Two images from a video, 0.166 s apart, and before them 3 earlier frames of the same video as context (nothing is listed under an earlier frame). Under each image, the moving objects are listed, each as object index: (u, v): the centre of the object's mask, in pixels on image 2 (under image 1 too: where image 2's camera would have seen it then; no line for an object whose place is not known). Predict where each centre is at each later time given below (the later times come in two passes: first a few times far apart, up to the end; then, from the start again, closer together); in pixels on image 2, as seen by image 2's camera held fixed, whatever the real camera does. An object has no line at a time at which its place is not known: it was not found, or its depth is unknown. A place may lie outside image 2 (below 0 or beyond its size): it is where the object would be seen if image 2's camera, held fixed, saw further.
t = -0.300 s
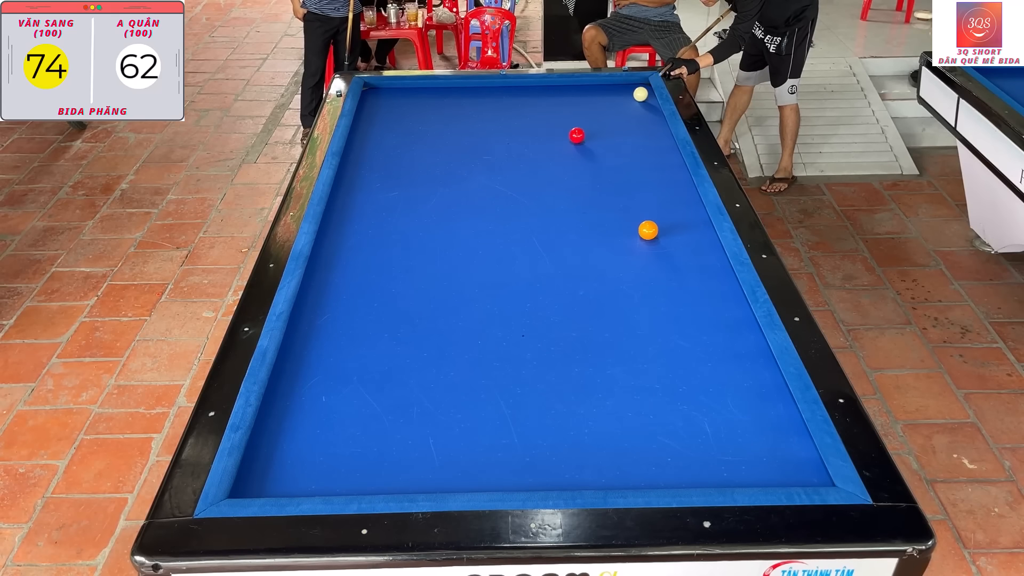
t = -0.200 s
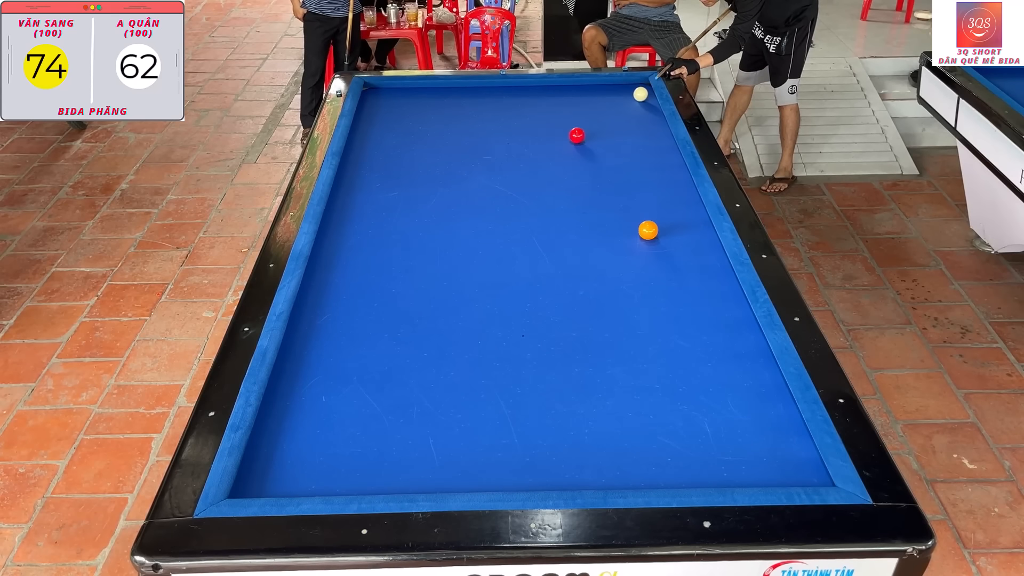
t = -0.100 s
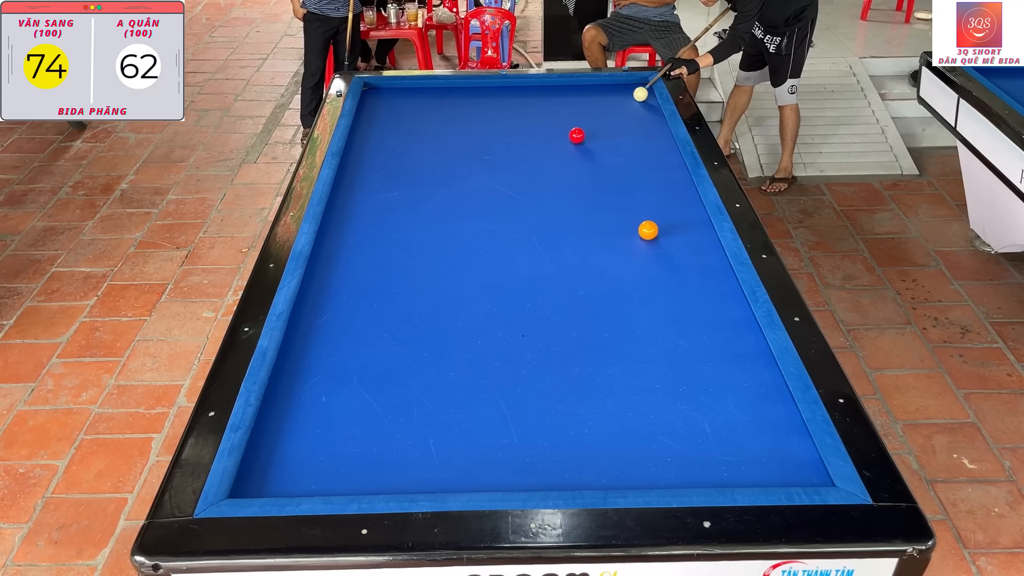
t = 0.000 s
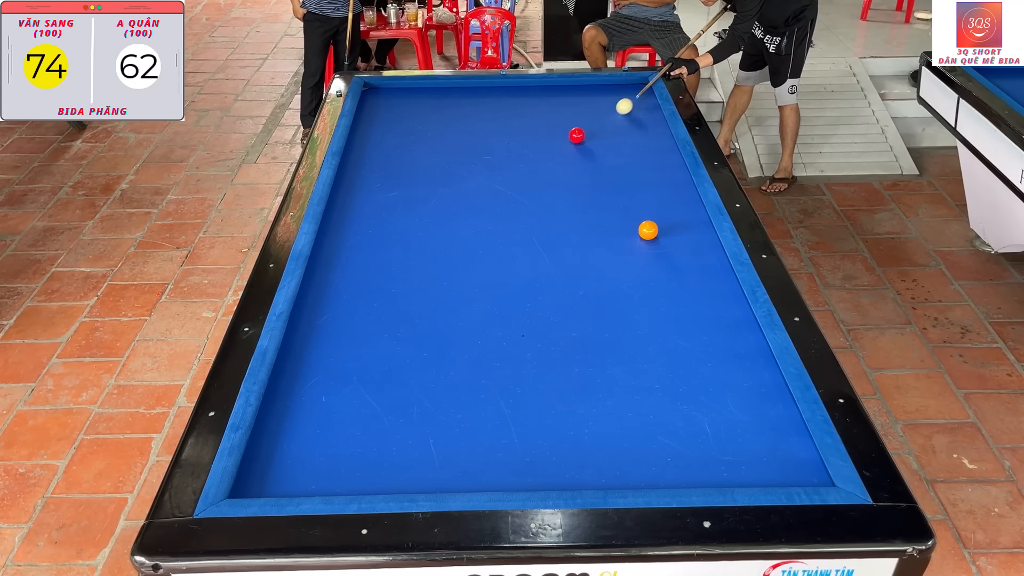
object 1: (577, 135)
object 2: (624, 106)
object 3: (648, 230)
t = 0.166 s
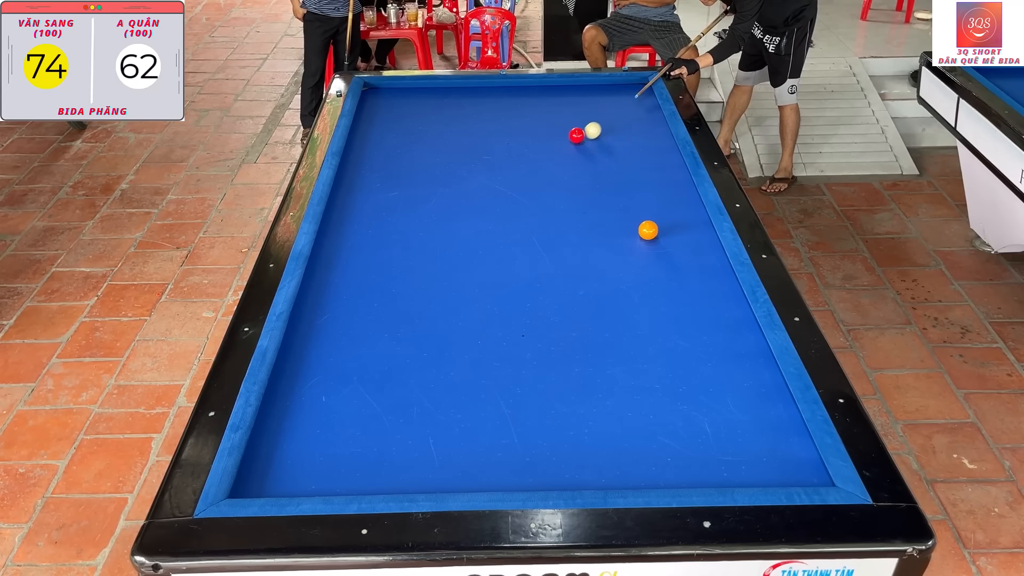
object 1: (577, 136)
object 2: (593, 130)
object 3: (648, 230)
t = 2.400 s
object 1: (475, 233)
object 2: (548, 305)
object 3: (715, 312)
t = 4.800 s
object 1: (739, 316)
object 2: (356, 486)
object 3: (660, 446)
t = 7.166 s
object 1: (658, 360)
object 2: (291, 419)
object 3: (622, 452)
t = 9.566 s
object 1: (630, 374)
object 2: (281, 400)
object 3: (622, 448)
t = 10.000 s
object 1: (630, 374)
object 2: (281, 400)
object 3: (622, 448)
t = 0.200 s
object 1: (570, 137)
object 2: (592, 134)
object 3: (648, 230)
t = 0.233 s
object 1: (561, 139)
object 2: (595, 137)
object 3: (648, 230)
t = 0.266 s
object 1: (552, 141)
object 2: (598, 139)
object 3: (648, 230)
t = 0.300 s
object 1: (543, 143)
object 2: (601, 142)
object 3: (648, 230)
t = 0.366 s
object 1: (526, 148)
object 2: (604, 147)
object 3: (648, 230)
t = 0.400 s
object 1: (518, 149)
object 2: (606, 151)
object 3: (648, 230)
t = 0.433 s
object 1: (510, 151)
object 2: (607, 154)
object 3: (648, 230)
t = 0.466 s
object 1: (503, 153)
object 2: (608, 157)
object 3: (648, 230)
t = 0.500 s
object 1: (496, 155)
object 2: (610, 160)
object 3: (648, 230)
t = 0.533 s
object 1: (489, 156)
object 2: (611, 164)
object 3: (648, 230)
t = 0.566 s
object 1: (482, 158)
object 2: (612, 167)
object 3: (648, 230)
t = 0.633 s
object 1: (468, 162)
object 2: (615, 174)
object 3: (648, 230)
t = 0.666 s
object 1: (460, 163)
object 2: (616, 177)
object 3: (648, 230)
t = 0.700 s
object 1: (453, 165)
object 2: (618, 181)
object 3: (648, 230)
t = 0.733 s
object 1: (445, 167)
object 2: (619, 184)
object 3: (648, 230)
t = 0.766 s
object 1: (438, 168)
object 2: (621, 188)
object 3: (648, 230)
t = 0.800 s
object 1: (431, 170)
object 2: (622, 191)
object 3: (648, 230)
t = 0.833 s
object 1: (424, 172)
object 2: (624, 195)
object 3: (648, 230)
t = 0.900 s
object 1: (408, 175)
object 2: (627, 203)
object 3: (648, 230)
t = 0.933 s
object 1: (401, 177)
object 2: (628, 207)
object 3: (648, 230)
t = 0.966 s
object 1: (393, 179)
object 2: (630, 211)
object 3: (648, 230)
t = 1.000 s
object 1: (386, 181)
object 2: (631, 215)
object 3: (648, 230)
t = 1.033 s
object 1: (378, 183)
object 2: (633, 218)
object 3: (648, 230)
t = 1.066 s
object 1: (370, 184)
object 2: (634, 222)
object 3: (648, 230)
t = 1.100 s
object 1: (363, 186)
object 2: (632, 224)
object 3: (652, 233)
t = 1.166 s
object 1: (347, 190)
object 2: (627, 227)
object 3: (661, 238)
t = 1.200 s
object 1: (339, 191)
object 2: (625, 229)
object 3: (665, 240)
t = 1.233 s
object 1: (342, 193)
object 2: (623, 231)
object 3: (668, 242)
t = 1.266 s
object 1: (348, 194)
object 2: (621, 233)
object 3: (671, 244)
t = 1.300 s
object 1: (353, 195)
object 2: (619, 235)
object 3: (675, 246)
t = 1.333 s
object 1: (358, 196)
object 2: (616, 237)
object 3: (678, 248)
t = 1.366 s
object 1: (362, 197)
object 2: (614, 239)
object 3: (681, 250)
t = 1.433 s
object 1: (369, 200)
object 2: (610, 243)
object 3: (688, 255)
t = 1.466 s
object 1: (372, 201)
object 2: (608, 245)
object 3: (691, 257)
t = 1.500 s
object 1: (376, 202)
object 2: (606, 247)
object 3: (695, 259)
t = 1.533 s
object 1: (380, 203)
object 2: (604, 249)
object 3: (698, 261)
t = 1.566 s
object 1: (383, 204)
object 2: (602, 251)
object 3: (702, 263)
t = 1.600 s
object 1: (387, 205)
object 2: (600, 253)
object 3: (705, 265)
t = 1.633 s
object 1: (390, 206)
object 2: (598, 255)
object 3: (709, 267)
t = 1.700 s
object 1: (398, 209)
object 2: (594, 259)
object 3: (716, 272)
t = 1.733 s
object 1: (401, 210)
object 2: (592, 261)
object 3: (719, 274)
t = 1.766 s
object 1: (405, 211)
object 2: (589, 263)
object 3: (723, 276)
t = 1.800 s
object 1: (409, 212)
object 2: (587, 265)
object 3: (727, 278)
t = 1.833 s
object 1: (412, 213)
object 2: (585, 268)
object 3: (726, 280)
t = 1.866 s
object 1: (416, 214)
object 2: (583, 270)
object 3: (726, 282)
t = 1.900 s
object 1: (420, 216)
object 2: (581, 272)
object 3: (725, 284)
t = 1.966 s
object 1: (427, 218)
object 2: (577, 276)
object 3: (724, 288)
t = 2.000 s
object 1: (431, 219)
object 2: (574, 278)
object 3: (723, 289)
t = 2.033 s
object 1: (434, 220)
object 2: (572, 280)
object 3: (722, 291)
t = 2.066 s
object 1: (438, 221)
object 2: (570, 283)
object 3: (722, 293)
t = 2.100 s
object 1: (442, 223)
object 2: (568, 285)
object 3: (721, 295)
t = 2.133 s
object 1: (445, 224)
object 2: (566, 287)
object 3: (721, 297)
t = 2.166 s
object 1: (449, 225)
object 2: (563, 289)
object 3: (720, 299)
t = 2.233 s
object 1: (456, 227)
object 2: (559, 293)
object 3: (719, 303)
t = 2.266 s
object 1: (460, 228)
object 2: (557, 296)
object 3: (718, 304)
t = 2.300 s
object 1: (464, 230)
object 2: (555, 298)
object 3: (717, 306)
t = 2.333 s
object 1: (467, 231)
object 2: (553, 300)
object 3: (717, 308)
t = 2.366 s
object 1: (471, 232)
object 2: (550, 302)
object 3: (716, 310)
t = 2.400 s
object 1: (475, 233)
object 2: (548, 305)
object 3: (715, 312)
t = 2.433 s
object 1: (478, 234)
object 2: (546, 307)
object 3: (715, 314)
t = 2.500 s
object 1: (486, 237)
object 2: (541, 311)
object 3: (713, 318)
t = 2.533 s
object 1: (490, 238)
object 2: (539, 314)
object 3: (712, 320)
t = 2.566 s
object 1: (493, 239)
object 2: (536, 316)
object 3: (712, 321)
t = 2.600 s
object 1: (497, 240)
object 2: (534, 318)
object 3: (711, 323)
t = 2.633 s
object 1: (501, 241)
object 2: (532, 320)
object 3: (710, 325)
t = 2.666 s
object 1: (504, 242)
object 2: (529, 323)
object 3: (710, 327)
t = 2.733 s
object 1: (512, 245)
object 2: (524, 327)
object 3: (708, 331)
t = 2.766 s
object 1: (516, 246)
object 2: (522, 330)
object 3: (707, 333)
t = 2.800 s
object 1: (519, 247)
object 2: (520, 332)
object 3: (707, 335)
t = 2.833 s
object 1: (523, 248)
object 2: (517, 334)
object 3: (706, 337)
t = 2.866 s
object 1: (527, 249)
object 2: (515, 337)
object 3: (705, 338)
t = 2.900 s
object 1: (531, 251)
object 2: (512, 339)
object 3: (705, 340)
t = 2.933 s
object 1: (534, 252)
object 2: (510, 341)
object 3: (704, 342)
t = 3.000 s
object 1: (542, 254)
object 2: (505, 346)
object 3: (702, 346)
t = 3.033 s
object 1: (546, 255)
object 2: (502, 349)
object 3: (702, 348)
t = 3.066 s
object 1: (550, 256)
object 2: (500, 351)
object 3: (701, 350)
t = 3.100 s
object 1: (553, 258)
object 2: (497, 354)
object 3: (700, 352)
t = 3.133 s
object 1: (557, 259)
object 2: (495, 356)
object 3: (699, 354)
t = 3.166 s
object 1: (561, 260)
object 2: (492, 359)
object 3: (699, 356)
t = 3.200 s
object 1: (565, 261)
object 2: (490, 361)
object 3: (698, 358)
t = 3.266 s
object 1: (572, 263)
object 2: (485, 366)
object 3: (696, 361)
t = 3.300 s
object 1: (576, 265)
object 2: (482, 368)
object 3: (696, 363)
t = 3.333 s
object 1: (580, 265)
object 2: (479, 371)
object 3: (695, 365)
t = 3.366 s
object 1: (584, 267)
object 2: (477, 373)
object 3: (694, 367)
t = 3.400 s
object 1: (587, 268)
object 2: (474, 376)
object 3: (693, 369)
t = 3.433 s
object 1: (591, 269)
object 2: (471, 378)
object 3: (693, 371)
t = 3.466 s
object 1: (595, 270)
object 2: (469, 381)
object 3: (692, 373)
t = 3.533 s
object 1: (603, 273)
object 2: (463, 386)
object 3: (690, 377)
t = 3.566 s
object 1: (607, 274)
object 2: (461, 389)
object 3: (690, 378)
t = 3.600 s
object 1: (611, 275)
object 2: (458, 391)
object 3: (689, 380)
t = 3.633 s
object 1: (614, 276)
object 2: (455, 394)
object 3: (688, 382)
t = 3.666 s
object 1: (618, 278)
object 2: (453, 396)
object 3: (687, 384)
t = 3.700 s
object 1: (622, 279)
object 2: (450, 399)
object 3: (687, 386)
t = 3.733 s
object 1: (626, 280)
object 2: (447, 402)
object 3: (686, 388)
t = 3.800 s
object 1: (634, 282)
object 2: (442, 407)
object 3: (684, 392)
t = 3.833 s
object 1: (638, 283)
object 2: (439, 410)
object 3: (684, 394)
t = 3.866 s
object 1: (642, 285)
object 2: (436, 412)
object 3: (683, 396)
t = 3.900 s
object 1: (646, 286)
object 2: (433, 415)
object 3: (682, 397)
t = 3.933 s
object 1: (650, 287)
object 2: (430, 417)
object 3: (681, 399)
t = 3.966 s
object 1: (654, 288)
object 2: (428, 420)
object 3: (681, 401)
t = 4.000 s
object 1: (657, 289)
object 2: (425, 423)
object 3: (680, 403)
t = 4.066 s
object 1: (665, 292)
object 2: (419, 428)
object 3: (678, 407)
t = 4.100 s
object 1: (669, 293)
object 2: (416, 431)
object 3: (677, 408)
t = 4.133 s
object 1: (673, 294)
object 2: (413, 434)
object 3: (676, 410)
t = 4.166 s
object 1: (677, 295)
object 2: (410, 436)
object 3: (676, 412)
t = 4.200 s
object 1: (681, 296)
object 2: (408, 439)
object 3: (675, 414)
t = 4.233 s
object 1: (685, 297)
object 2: (405, 442)
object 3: (674, 416)
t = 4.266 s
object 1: (689, 298)
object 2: (402, 445)
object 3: (673, 418)
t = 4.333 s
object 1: (697, 301)
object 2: (396, 450)
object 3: (672, 421)
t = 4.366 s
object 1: (701, 302)
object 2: (393, 453)
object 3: (671, 423)
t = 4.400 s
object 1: (705, 303)
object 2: (390, 456)
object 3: (670, 425)
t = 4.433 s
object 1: (709, 304)
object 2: (387, 458)
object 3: (669, 427)
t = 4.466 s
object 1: (713, 305)
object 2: (384, 461)
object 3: (668, 428)
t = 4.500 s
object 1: (717, 307)
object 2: (382, 464)
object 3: (667, 430)
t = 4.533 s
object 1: (720, 308)
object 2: (379, 467)
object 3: (667, 432)
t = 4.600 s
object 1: (728, 310)
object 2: (373, 472)
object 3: (665, 435)
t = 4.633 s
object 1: (732, 311)
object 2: (370, 475)
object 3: (664, 437)
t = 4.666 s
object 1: (736, 312)
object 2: (367, 478)
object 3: (663, 439)
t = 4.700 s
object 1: (740, 313)
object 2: (364, 481)
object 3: (662, 441)
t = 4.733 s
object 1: (743, 314)
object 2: (361, 483)
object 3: (662, 443)
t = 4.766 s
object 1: (741, 315)
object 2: (358, 485)
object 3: (661, 444)
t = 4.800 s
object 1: (739, 316)
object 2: (356, 486)
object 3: (660, 446)
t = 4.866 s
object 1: (736, 318)
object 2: (353, 484)
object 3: (658, 450)
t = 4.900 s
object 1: (735, 318)
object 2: (351, 483)
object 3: (657, 451)
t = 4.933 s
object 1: (733, 319)
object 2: (350, 482)
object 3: (657, 453)
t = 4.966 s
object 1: (732, 320)
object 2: (349, 481)
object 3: (656, 455)
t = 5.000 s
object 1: (730, 321)
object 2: (347, 480)
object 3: (655, 457)
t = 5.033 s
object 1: (729, 321)
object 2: (346, 478)
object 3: (654, 458)
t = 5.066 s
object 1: (728, 322)
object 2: (345, 477)
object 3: (653, 460)
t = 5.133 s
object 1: (725, 323)
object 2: (342, 475)
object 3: (652, 464)
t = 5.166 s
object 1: (724, 324)
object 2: (341, 473)
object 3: (651, 465)
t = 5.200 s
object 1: (722, 325)
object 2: (339, 472)
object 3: (650, 467)
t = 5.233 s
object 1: (721, 326)
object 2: (338, 471)
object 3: (649, 469)
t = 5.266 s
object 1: (720, 327)
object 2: (337, 470)
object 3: (649, 470)
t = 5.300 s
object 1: (718, 327)
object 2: (336, 468)
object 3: (648, 472)
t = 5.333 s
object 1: (717, 328)
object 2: (335, 467)
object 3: (647, 474)
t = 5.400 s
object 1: (715, 330)
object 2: (332, 465)
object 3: (646, 476)
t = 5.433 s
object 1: (713, 330)
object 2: (331, 464)
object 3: (645, 478)
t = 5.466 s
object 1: (712, 331)
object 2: (330, 462)
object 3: (644, 479)
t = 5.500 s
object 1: (711, 332)
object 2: (329, 461)
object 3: (643, 480)
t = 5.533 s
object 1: (709, 332)
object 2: (328, 460)
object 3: (642, 479)
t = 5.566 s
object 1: (708, 333)
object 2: (327, 459)
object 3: (642, 479)
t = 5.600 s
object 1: (707, 334)
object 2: (325, 458)
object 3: (641, 478)
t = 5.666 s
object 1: (705, 335)
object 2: (323, 456)
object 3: (639, 477)
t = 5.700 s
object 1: (703, 336)
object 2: (322, 455)
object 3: (639, 476)
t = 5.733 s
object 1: (702, 337)
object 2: (321, 454)
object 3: (638, 476)
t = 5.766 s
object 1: (701, 337)
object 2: (320, 453)
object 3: (637, 475)
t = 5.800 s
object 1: (700, 338)
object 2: (319, 452)
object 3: (637, 475)
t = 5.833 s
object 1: (699, 338)
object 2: (318, 451)
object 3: (636, 474)
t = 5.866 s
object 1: (697, 339)
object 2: (317, 450)
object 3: (635, 473)
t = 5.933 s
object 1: (695, 340)
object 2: (315, 448)
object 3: (634, 471)
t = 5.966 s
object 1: (694, 341)
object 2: (314, 447)
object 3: (634, 470)
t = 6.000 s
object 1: (693, 342)
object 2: (313, 446)
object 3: (633, 470)
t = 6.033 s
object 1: (692, 342)
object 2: (312, 445)
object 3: (633, 469)
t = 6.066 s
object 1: (691, 343)
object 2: (311, 444)
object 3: (632, 468)
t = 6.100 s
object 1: (689, 344)
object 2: (310, 443)
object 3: (632, 467)
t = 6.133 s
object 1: (688, 344)
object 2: (309, 442)
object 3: (631, 467)
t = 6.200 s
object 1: (686, 345)
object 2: (308, 441)
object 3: (630, 465)
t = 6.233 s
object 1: (685, 346)
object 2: (307, 440)
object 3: (630, 465)
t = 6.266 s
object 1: (684, 346)
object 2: (306, 439)
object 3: (629, 464)
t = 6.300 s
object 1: (683, 347)
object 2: (305, 438)
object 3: (629, 463)
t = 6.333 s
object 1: (682, 348)
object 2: (304, 437)
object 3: (628, 463)
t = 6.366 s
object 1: (681, 348)
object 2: (304, 436)
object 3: (628, 462)
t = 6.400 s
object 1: (680, 349)
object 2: (303, 435)
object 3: (628, 461)
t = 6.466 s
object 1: (678, 350)
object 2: (301, 434)
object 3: (627, 460)
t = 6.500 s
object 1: (677, 351)
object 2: (301, 433)
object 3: (626, 460)
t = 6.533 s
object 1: (676, 351)
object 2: (300, 432)
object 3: (626, 459)
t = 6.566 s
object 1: (675, 352)
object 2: (299, 431)
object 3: (626, 459)
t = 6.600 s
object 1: (674, 352)
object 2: (299, 431)
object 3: (625, 458)
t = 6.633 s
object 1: (673, 353)
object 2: (298, 430)
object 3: (625, 458)
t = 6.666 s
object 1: (672, 353)
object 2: (298, 429)
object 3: (625, 457)
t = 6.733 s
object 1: (670, 354)
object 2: (297, 428)
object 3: (624, 456)
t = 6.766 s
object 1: (669, 355)
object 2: (296, 427)
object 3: (624, 456)
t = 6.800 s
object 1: (668, 355)
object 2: (296, 426)
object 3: (624, 455)
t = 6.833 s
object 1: (667, 356)
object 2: (295, 425)
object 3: (623, 455)
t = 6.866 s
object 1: (666, 356)
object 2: (295, 425)
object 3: (623, 454)
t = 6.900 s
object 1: (665, 357)
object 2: (294, 424)
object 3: (623, 454)
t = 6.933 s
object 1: (664, 357)
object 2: (294, 423)
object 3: (623, 454)
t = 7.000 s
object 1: (663, 358)
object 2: (293, 422)
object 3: (623, 453)
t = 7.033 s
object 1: (662, 359)
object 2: (292, 421)
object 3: (622, 453)
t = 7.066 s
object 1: (661, 359)
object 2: (292, 420)
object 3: (622, 452)
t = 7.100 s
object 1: (660, 360)
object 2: (291, 420)
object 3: (622, 452)
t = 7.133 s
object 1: (659, 360)
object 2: (291, 419)
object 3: (622, 452)
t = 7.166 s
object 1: (658, 360)
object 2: (291, 419)
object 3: (622, 452)
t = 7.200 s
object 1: (657, 361)
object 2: (290, 418)
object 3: (622, 451)
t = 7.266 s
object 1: (656, 362)
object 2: (289, 417)
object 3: (622, 451)
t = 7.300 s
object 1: (655, 362)
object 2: (289, 416)
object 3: (622, 451)
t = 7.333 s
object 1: (654, 362)
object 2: (288, 416)
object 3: (622, 450)
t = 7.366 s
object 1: (653, 363)
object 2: (288, 415)
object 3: (622, 450)
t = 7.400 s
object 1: (652, 363)
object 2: (288, 415)
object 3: (622, 450)
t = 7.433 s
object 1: (651, 363)
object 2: (287, 414)
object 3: (622, 450)
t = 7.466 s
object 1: (651, 364)
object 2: (287, 414)
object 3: (622, 450)
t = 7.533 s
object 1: (649, 364)
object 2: (287, 413)
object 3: (622, 449)
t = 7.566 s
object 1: (648, 365)
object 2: (286, 412)
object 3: (622, 449)
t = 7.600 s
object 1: (648, 365)
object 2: (286, 412)
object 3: (622, 449)
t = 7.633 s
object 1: (647, 365)
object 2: (286, 411)
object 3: (622, 449)
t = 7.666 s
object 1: (646, 366)
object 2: (286, 411)
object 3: (622, 448)
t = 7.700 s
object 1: (646, 366)
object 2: (285, 410)
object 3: (622, 448)
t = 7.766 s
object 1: (644, 366)
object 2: (285, 409)
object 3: (622, 448)
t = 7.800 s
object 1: (643, 367)
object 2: (285, 409)
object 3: (622, 448)
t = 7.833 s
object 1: (643, 367)
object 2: (285, 408)
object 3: (622, 448)
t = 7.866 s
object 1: (642, 367)
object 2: (284, 408)
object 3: (622, 448)
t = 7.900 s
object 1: (641, 368)
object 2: (284, 407)
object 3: (622, 448)
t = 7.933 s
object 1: (641, 368)
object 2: (284, 407)
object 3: (622, 448)
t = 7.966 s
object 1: (640, 368)
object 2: (284, 406)
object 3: (622, 448)
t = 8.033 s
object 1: (639, 368)
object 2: (284, 406)
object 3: (622, 448)
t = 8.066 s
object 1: (638, 369)
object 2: (284, 405)
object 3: (622, 448)
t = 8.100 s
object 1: (638, 369)
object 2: (283, 405)
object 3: (622, 448)
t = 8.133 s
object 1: (637, 369)
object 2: (283, 405)
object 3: (622, 448)
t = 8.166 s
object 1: (637, 369)
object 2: (283, 404)
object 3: (622, 448)
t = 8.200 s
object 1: (636, 370)
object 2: (283, 404)
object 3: (622, 448)
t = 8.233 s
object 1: (636, 370)
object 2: (283, 404)
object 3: (622, 448)
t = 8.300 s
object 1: (635, 370)
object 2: (283, 403)
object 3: (622, 448)
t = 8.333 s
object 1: (635, 371)
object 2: (283, 403)
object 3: (622, 448)
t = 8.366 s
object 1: (634, 371)
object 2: (283, 402)
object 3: (622, 448)
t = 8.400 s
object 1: (634, 371)
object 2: (283, 402)
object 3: (622, 448)
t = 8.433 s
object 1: (634, 371)
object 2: (283, 402)
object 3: (622, 448)
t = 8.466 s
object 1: (633, 371)
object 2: (283, 402)
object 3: (622, 448)
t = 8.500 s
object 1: (633, 371)
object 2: (283, 401)
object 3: (622, 448)
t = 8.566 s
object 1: (633, 372)
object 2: (283, 401)
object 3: (622, 448)
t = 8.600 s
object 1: (632, 372)
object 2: (282, 401)
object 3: (622, 448)
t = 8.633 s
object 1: (632, 372)
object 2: (282, 400)
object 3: (622, 448)
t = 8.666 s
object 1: (632, 373)
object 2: (282, 400)
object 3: (622, 448)
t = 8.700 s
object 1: (632, 373)
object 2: (282, 400)
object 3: (622, 448)
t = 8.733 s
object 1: (632, 373)
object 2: (282, 400)
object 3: (622, 448)
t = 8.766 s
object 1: (631, 373)
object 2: (282, 400)
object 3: (622, 448)
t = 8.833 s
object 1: (631, 373)
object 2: (281, 400)
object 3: (622, 448)
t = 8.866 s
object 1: (631, 373)
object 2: (281, 400)
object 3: (622, 448)
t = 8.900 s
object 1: (631, 373)
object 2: (281, 400)
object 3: (622, 448)
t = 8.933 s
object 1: (631, 374)
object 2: (281, 399)
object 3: (622, 448)
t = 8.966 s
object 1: (631, 374)
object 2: (281, 399)
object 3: (622, 448)
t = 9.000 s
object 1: (631, 374)
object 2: (281, 399)
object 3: (622, 448)
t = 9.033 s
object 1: (631, 374)
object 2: (281, 400)
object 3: (622, 448)
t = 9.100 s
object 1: (631, 374)
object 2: (281, 400)
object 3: (622, 448)
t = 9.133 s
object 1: (631, 374)
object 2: (281, 400)
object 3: (622, 448)
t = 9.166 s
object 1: (630, 374)
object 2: (281, 400)
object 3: (622, 448)
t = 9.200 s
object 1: (630, 374)
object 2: (281, 400)
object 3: (622, 448)
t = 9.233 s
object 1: (630, 374)
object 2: (281, 400)
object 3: (622, 448)
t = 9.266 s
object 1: (630, 374)
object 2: (281, 400)
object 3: (622, 448)
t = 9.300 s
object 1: (630, 374)
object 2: (281, 400)
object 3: (622, 448)
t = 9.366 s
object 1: (630, 374)
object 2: (281, 400)
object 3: (622, 448)
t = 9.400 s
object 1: (630, 374)
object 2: (281, 400)
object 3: (622, 448)
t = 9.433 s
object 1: (630, 374)
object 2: (281, 400)
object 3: (622, 448)
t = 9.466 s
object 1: (630, 374)
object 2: (281, 400)
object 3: (622, 448)
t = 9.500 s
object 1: (630, 374)
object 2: (281, 400)
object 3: (622, 448)
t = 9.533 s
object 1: (630, 374)
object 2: (281, 400)
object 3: (622, 448)
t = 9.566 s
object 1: (630, 374)
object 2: (281, 400)
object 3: (622, 448)
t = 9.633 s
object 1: (630, 374)
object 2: (281, 400)
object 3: (622, 448)
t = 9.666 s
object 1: (630, 374)
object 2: (281, 400)
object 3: (622, 448)
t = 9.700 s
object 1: (630, 374)
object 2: (281, 400)
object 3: (622, 448)
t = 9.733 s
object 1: (630, 374)
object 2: (281, 400)
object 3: (622, 448)
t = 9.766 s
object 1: (630, 374)
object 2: (281, 400)
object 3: (622, 448)
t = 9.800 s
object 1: (630, 374)
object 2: (281, 400)
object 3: (622, 448)
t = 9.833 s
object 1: (630, 374)
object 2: (281, 400)
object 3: (622, 448)
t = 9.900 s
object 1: (630, 374)
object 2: (281, 400)
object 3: (622, 448)
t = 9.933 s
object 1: (630, 374)
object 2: (281, 400)
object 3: (622, 448)
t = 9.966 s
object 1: (630, 374)
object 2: (281, 400)
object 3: (622, 448)
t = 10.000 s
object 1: (630, 374)
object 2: (281, 400)
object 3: (622, 448)
